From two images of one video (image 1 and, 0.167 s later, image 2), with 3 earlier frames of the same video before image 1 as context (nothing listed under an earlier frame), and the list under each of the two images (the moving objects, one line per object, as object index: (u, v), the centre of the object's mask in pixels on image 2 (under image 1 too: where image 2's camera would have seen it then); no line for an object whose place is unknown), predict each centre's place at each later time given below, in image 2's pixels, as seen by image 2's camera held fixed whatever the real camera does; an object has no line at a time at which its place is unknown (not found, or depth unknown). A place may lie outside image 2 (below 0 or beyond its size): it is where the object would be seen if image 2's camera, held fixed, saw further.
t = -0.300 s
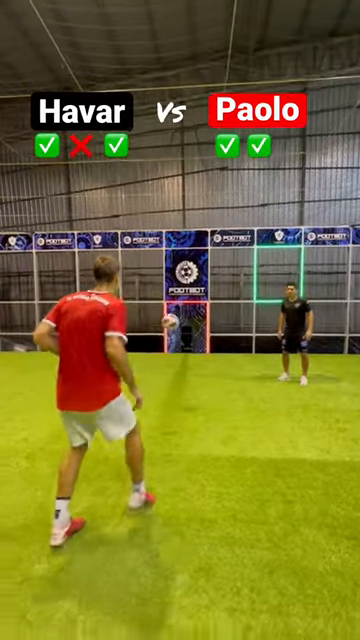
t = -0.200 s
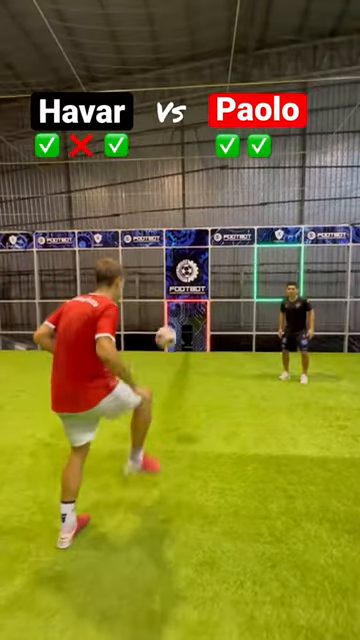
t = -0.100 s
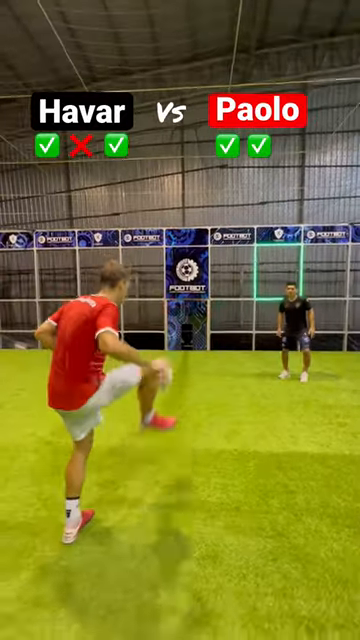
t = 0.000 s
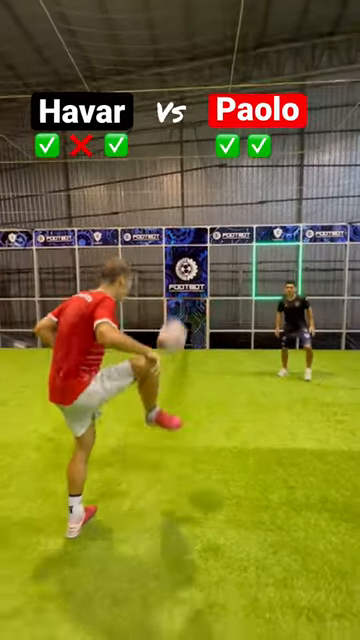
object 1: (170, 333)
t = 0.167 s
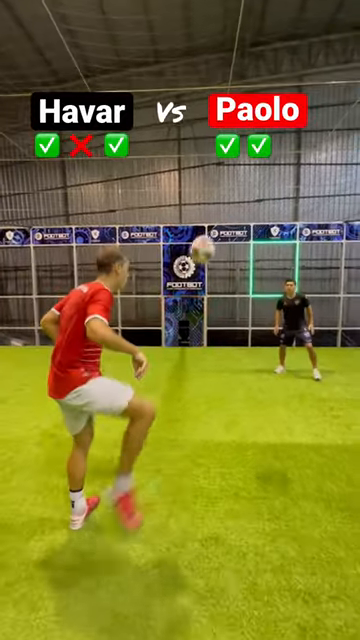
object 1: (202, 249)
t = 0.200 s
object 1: (207, 238)
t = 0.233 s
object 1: (213, 229)
